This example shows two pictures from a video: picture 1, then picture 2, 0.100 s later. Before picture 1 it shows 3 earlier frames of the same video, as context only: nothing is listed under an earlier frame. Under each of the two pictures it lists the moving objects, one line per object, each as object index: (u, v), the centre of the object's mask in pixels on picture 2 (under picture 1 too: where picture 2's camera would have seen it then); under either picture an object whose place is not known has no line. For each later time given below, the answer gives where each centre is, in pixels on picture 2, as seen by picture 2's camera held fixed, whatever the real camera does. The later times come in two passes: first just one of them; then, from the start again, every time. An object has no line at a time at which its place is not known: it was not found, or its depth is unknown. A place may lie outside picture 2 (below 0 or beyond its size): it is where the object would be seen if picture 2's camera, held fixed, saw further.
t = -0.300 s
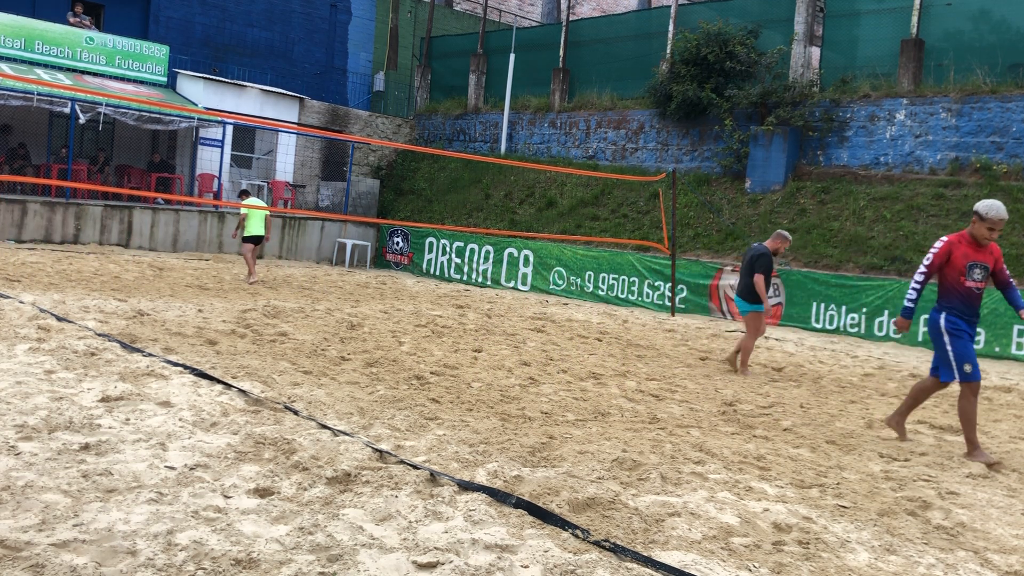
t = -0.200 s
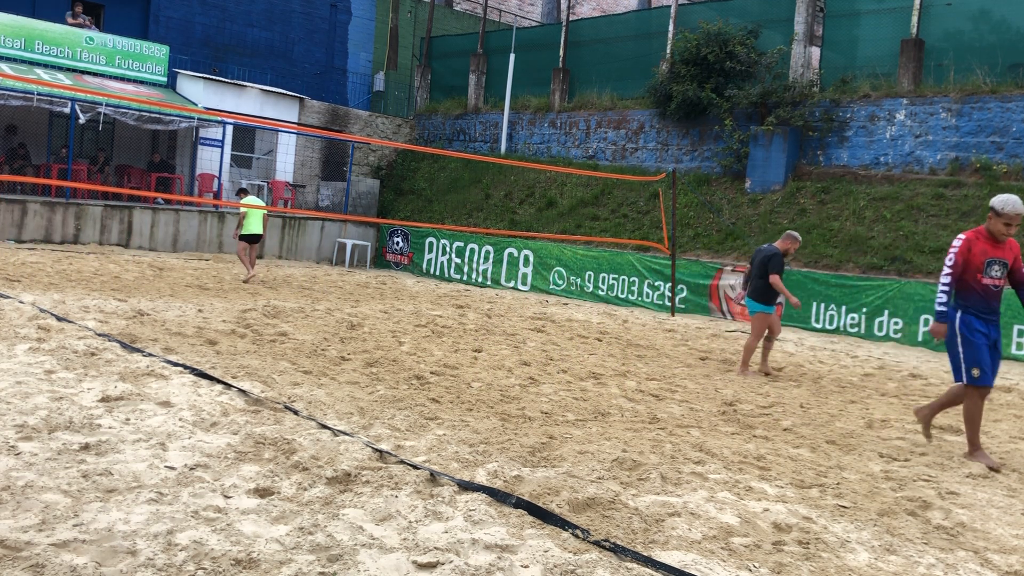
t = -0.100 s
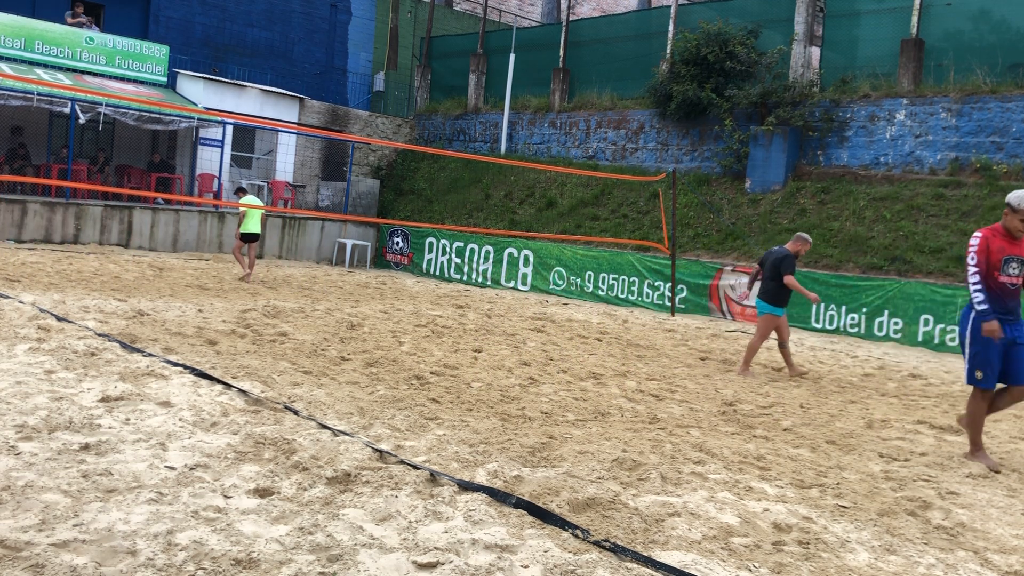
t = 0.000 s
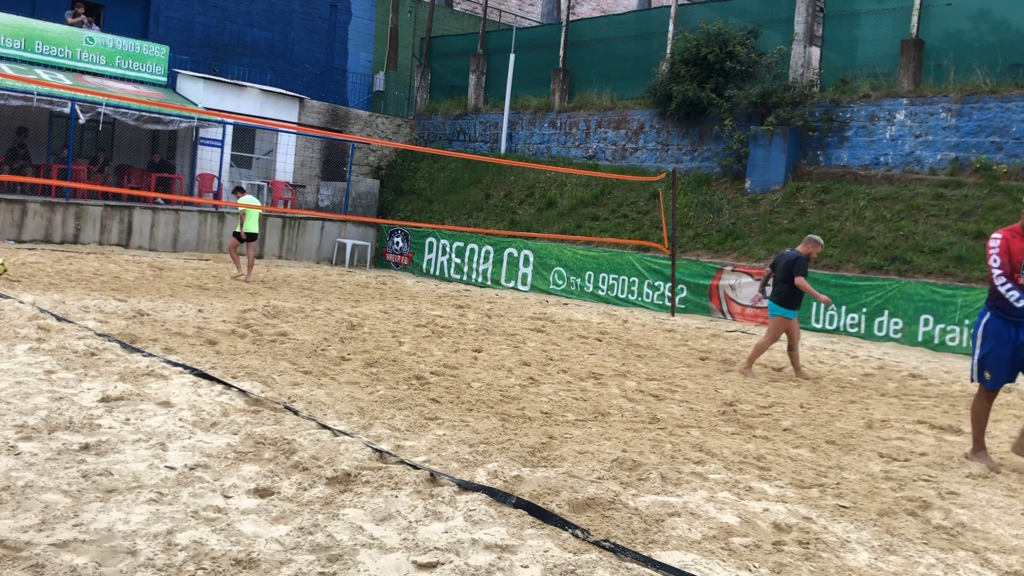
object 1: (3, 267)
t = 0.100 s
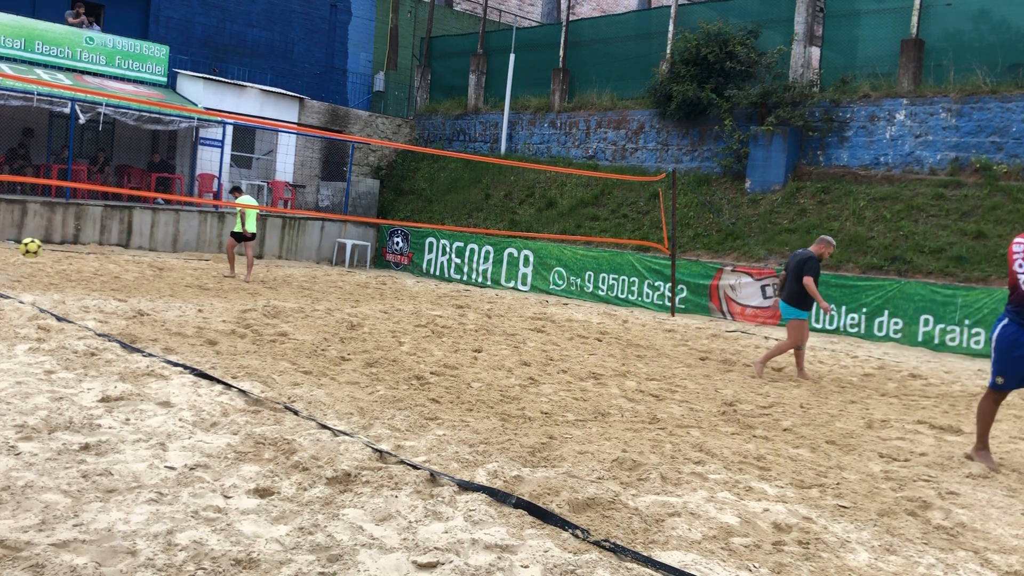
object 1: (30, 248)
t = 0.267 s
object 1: (95, 234)
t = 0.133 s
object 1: (42, 242)
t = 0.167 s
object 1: (55, 239)
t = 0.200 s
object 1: (68, 236)
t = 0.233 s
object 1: (81, 235)
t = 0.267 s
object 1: (95, 234)
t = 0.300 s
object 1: (110, 234)
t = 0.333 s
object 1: (125, 236)
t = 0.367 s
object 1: (140, 239)
